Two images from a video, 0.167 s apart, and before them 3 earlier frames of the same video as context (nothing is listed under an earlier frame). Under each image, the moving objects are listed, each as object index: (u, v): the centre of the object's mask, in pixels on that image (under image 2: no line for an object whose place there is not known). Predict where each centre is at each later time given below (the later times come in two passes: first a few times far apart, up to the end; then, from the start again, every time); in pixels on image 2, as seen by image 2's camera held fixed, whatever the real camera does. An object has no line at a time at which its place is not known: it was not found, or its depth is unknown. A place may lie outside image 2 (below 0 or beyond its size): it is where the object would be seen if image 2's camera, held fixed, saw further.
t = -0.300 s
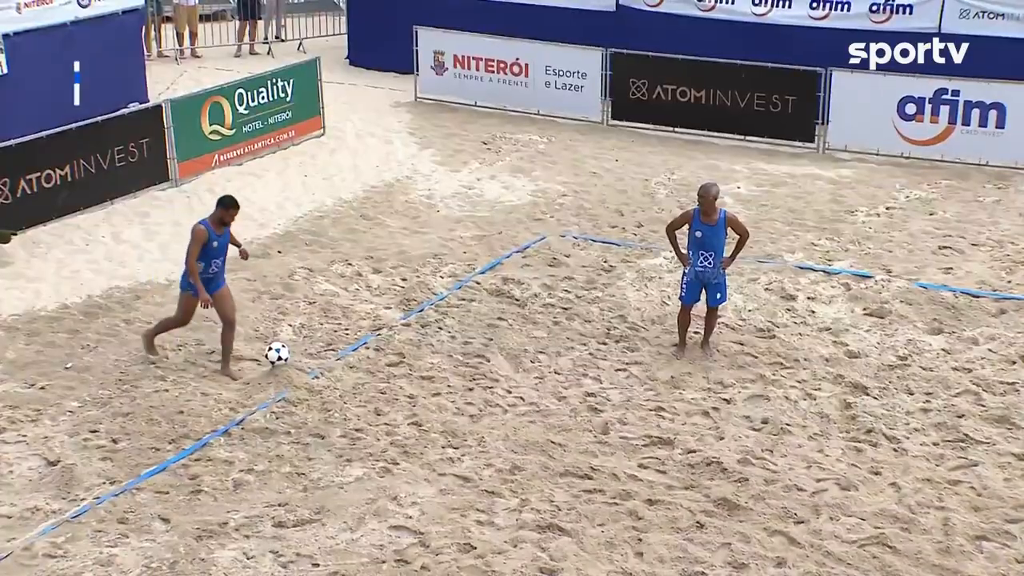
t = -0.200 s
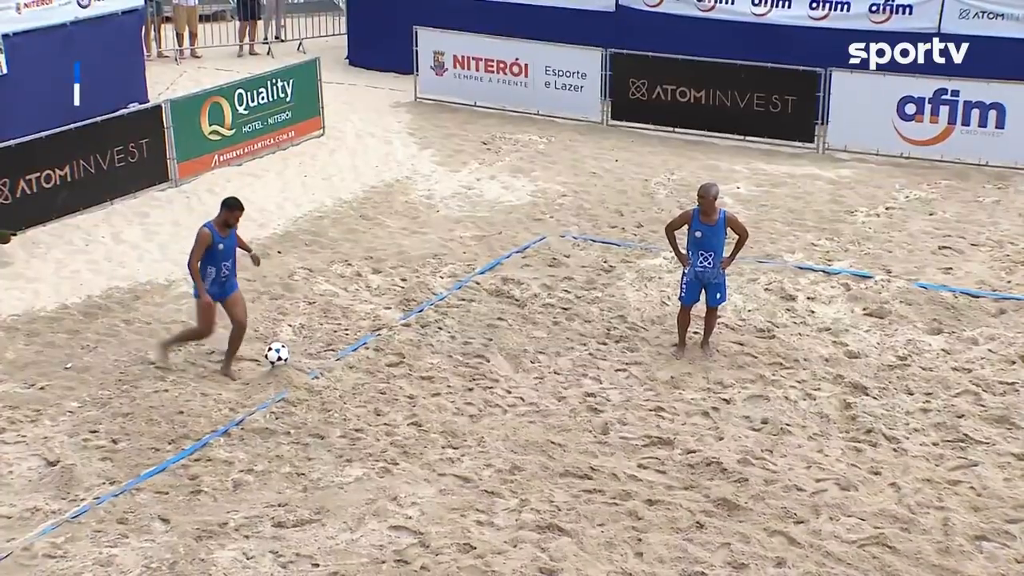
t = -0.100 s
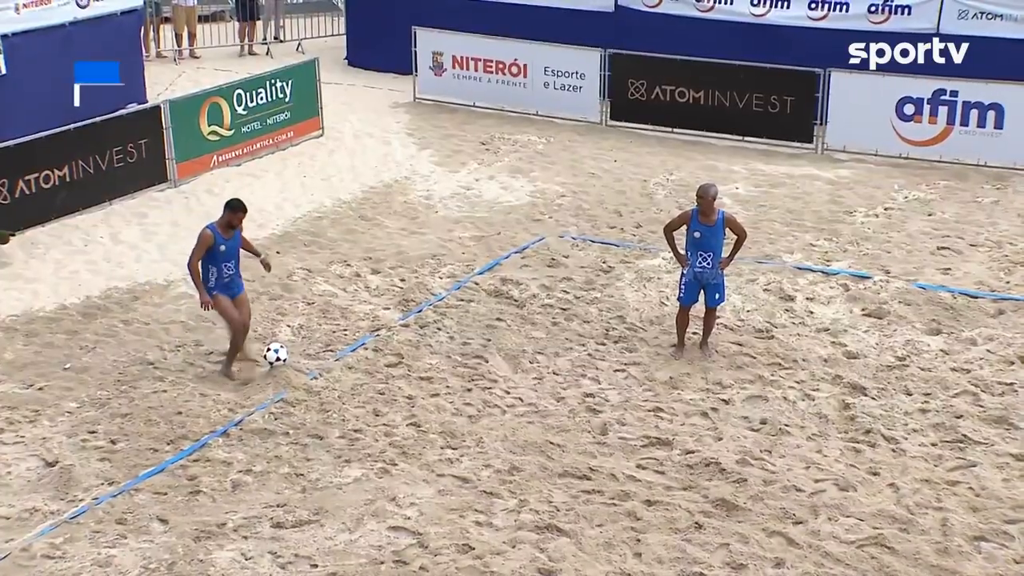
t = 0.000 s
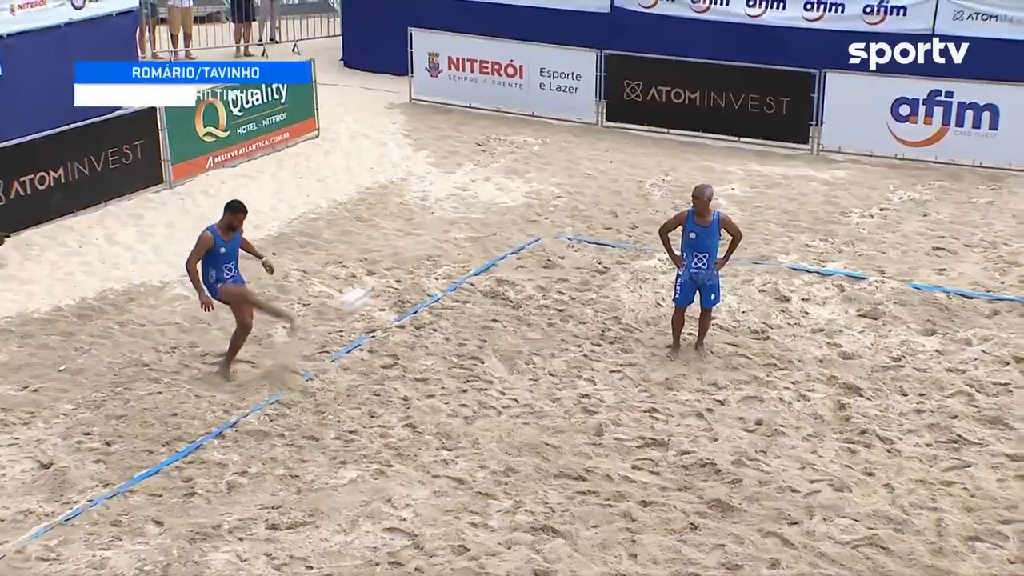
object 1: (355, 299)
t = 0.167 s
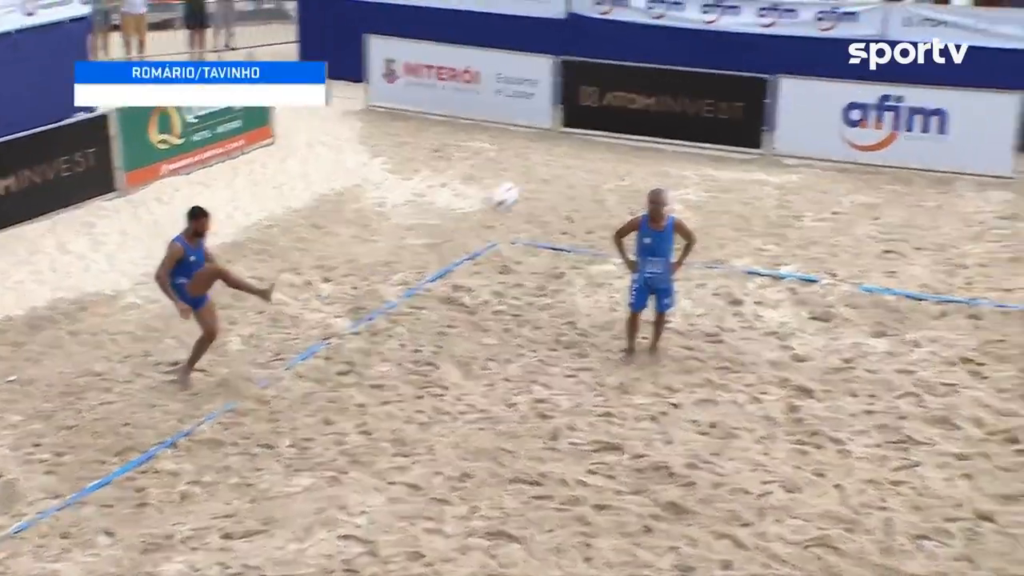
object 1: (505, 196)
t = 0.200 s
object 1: (546, 176)
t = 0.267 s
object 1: (627, 138)
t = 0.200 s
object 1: (546, 176)
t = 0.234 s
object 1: (587, 157)
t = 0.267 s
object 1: (627, 138)
